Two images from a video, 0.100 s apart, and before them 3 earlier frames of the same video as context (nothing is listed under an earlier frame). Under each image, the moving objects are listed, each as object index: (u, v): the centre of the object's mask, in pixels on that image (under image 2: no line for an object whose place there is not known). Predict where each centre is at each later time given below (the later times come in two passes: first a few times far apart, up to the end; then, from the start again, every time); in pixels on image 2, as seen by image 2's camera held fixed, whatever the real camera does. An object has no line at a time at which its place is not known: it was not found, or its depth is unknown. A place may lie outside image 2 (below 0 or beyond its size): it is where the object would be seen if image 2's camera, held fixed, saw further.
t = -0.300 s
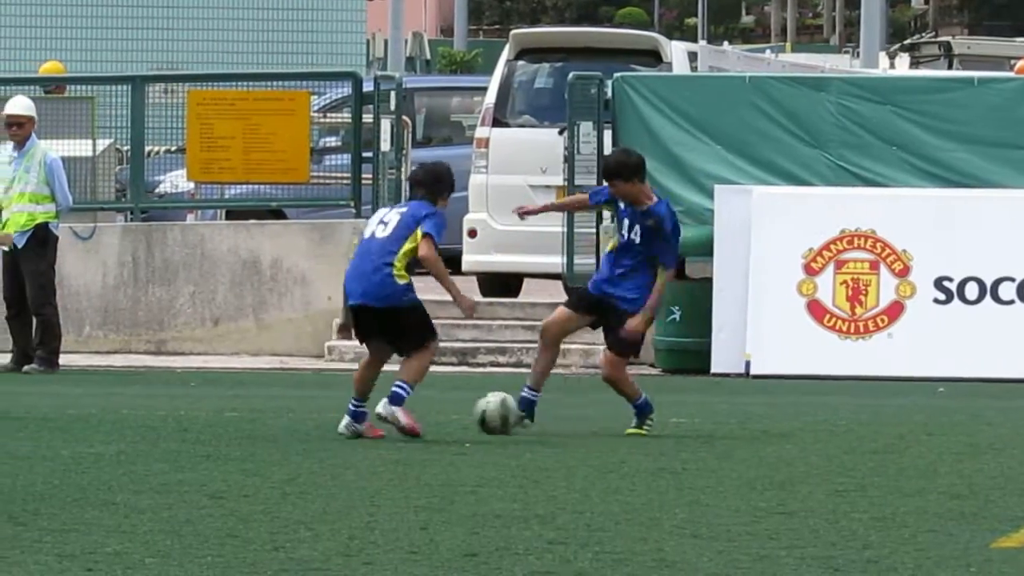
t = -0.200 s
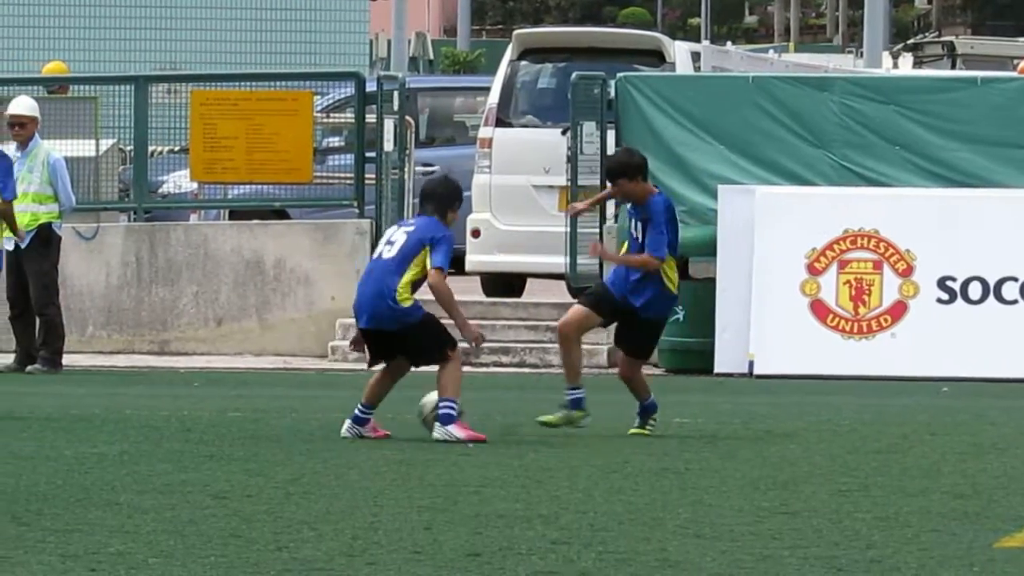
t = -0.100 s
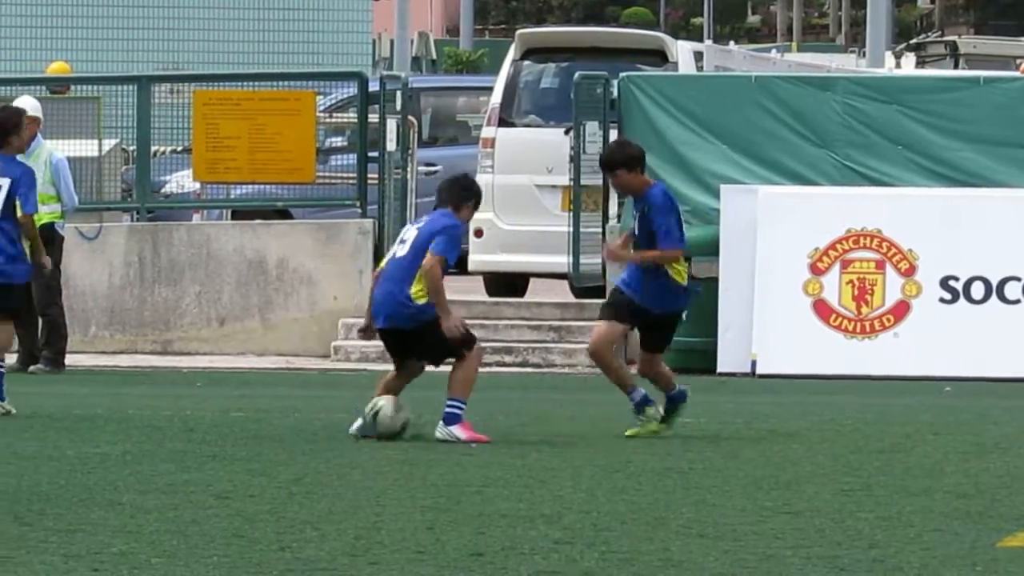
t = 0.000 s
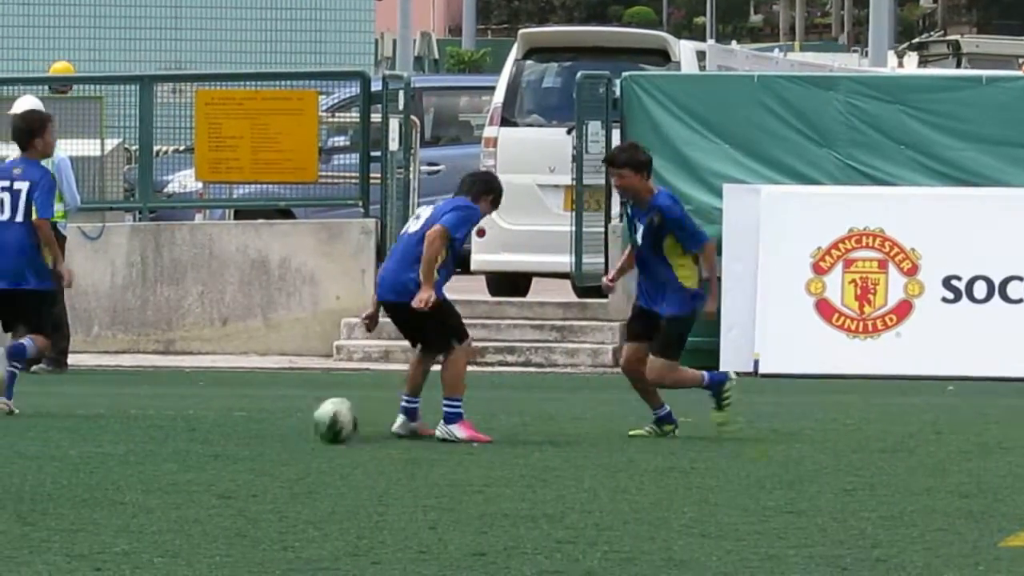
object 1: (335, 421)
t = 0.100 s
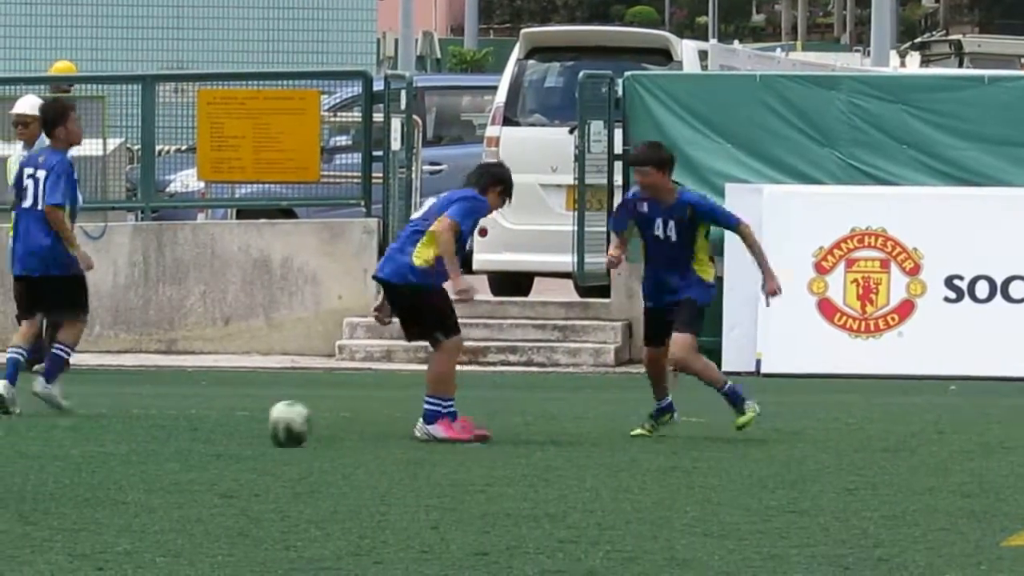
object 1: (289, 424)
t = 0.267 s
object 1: (207, 430)
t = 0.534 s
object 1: (77, 434)
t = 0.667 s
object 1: (6, 438)
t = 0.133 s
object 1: (272, 425)
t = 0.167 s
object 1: (256, 427)
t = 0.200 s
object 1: (241, 427)
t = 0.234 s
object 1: (224, 429)
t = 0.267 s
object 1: (207, 430)
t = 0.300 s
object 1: (192, 431)
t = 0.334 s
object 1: (175, 432)
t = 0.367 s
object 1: (159, 434)
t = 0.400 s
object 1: (141, 434)
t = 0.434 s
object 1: (126, 434)
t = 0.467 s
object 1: (110, 434)
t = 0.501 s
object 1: (94, 436)
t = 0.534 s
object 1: (77, 434)
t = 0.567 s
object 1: (61, 434)
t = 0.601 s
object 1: (42, 436)
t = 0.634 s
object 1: (24, 438)
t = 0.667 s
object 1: (6, 438)
